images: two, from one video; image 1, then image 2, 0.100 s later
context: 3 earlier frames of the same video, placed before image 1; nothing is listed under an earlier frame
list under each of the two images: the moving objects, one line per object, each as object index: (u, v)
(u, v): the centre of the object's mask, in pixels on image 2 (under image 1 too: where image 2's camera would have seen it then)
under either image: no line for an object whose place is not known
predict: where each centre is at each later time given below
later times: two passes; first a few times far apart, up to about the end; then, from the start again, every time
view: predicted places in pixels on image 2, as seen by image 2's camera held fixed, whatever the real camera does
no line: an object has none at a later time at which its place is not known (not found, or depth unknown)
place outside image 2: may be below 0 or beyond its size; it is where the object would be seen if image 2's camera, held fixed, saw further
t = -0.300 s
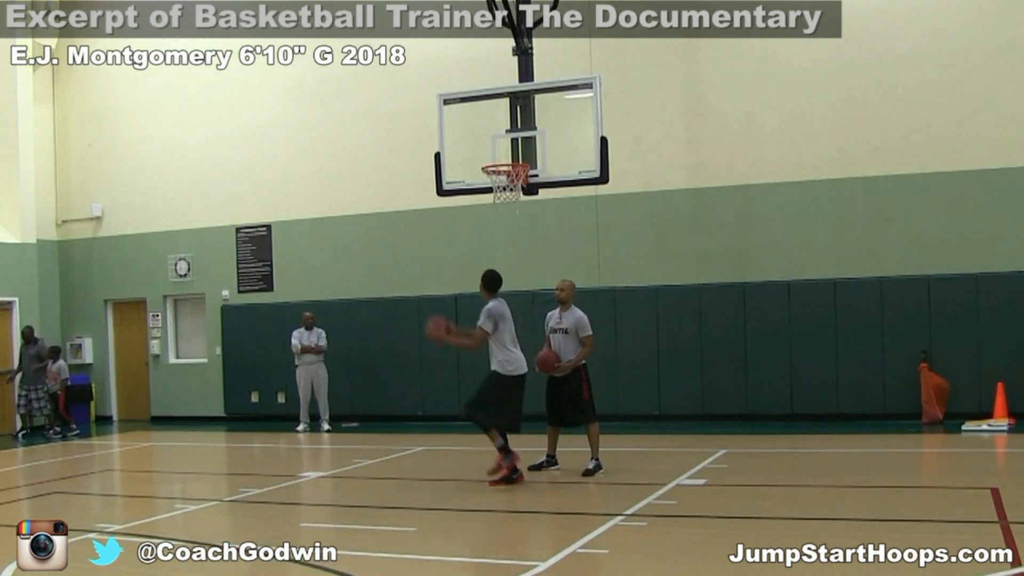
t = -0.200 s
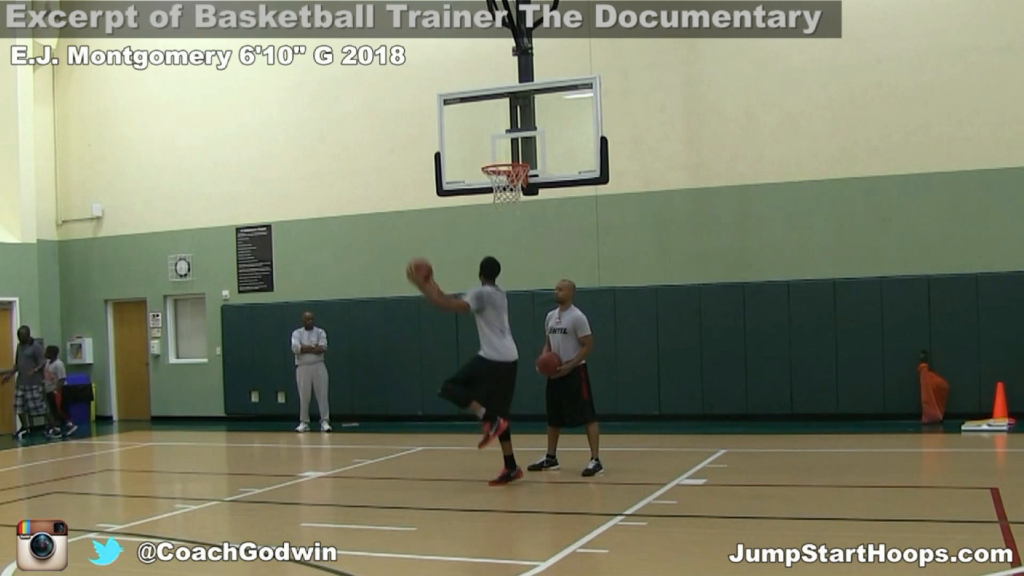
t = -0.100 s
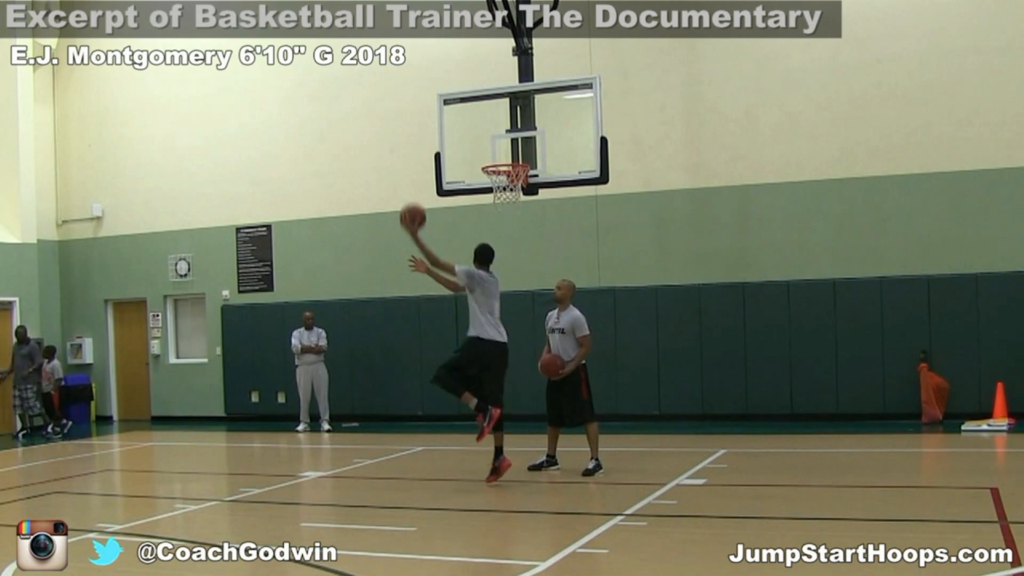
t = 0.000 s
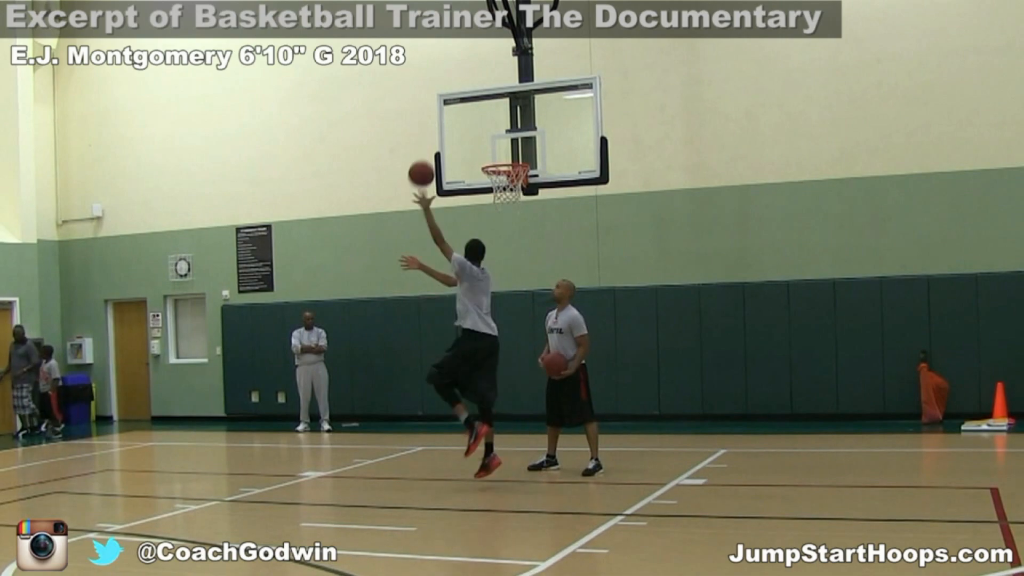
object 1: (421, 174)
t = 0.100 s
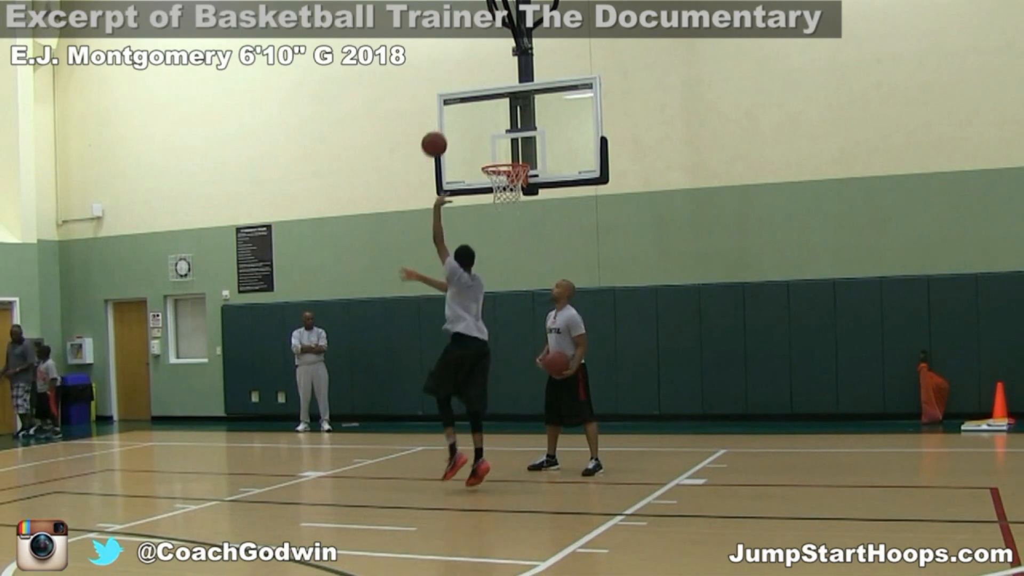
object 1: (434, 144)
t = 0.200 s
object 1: (447, 126)
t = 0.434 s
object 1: (475, 123)
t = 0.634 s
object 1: (499, 157)
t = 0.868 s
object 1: (519, 218)
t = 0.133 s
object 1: (438, 137)
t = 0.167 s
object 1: (442, 131)
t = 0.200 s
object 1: (447, 126)
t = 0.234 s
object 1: (451, 122)
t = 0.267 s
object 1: (455, 120)
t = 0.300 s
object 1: (459, 118)
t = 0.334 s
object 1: (463, 118)
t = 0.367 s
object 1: (467, 118)
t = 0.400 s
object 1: (471, 120)
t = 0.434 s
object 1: (475, 123)
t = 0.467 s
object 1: (479, 127)
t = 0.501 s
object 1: (483, 132)
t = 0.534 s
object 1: (488, 137)
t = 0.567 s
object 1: (492, 144)
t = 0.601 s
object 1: (496, 152)
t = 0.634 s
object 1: (499, 157)
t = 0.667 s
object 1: (503, 169)
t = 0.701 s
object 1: (510, 179)
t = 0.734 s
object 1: (510, 197)
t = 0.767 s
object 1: (513, 196)
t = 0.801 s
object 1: (515, 203)
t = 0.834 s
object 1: (517, 210)
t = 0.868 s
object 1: (519, 218)
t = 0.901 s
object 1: (520, 228)
